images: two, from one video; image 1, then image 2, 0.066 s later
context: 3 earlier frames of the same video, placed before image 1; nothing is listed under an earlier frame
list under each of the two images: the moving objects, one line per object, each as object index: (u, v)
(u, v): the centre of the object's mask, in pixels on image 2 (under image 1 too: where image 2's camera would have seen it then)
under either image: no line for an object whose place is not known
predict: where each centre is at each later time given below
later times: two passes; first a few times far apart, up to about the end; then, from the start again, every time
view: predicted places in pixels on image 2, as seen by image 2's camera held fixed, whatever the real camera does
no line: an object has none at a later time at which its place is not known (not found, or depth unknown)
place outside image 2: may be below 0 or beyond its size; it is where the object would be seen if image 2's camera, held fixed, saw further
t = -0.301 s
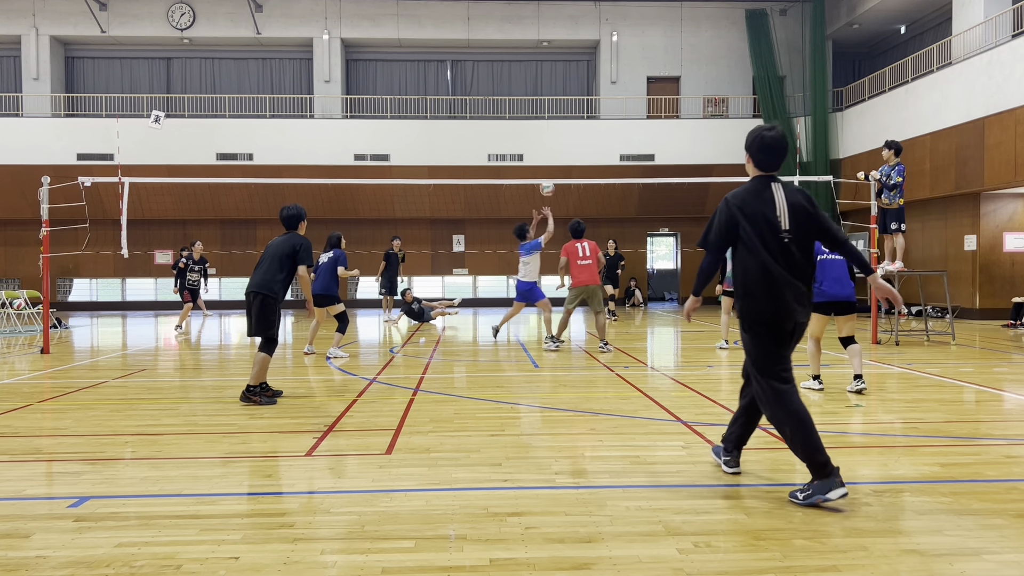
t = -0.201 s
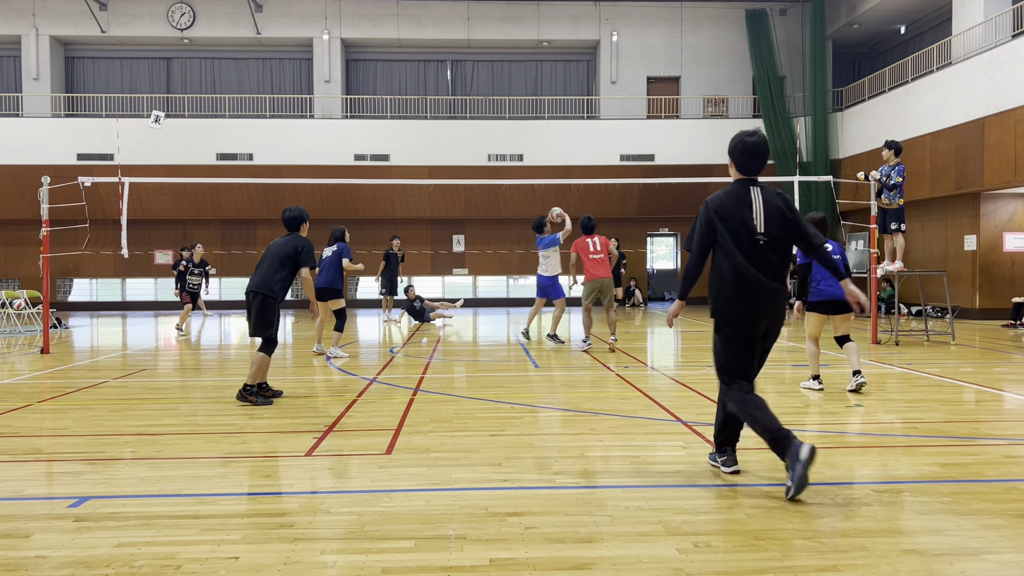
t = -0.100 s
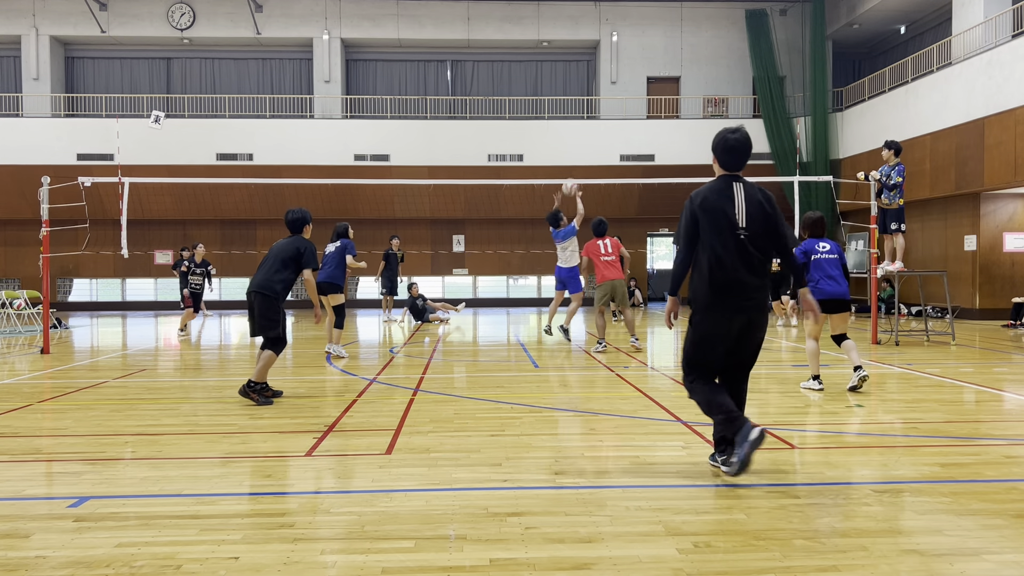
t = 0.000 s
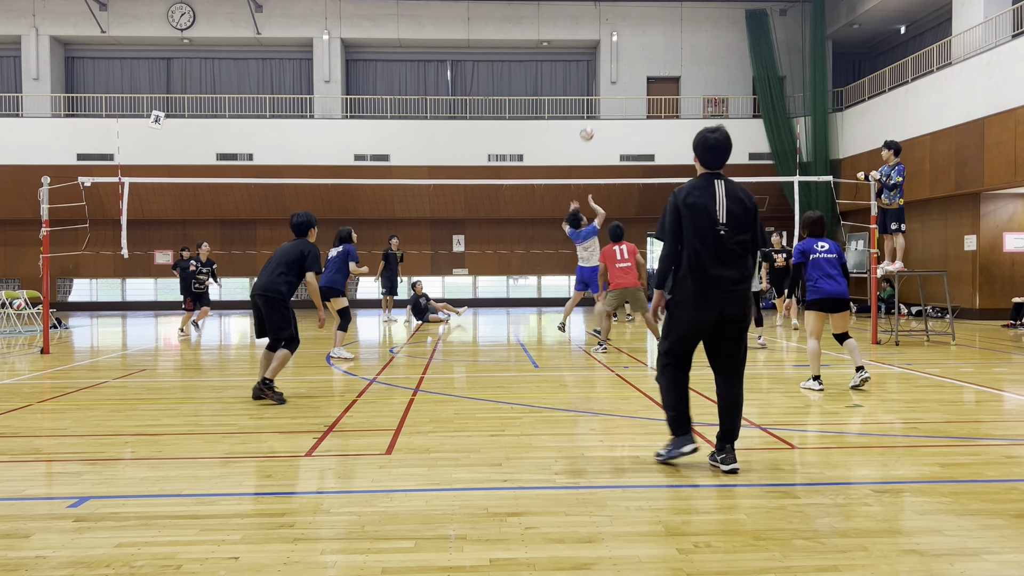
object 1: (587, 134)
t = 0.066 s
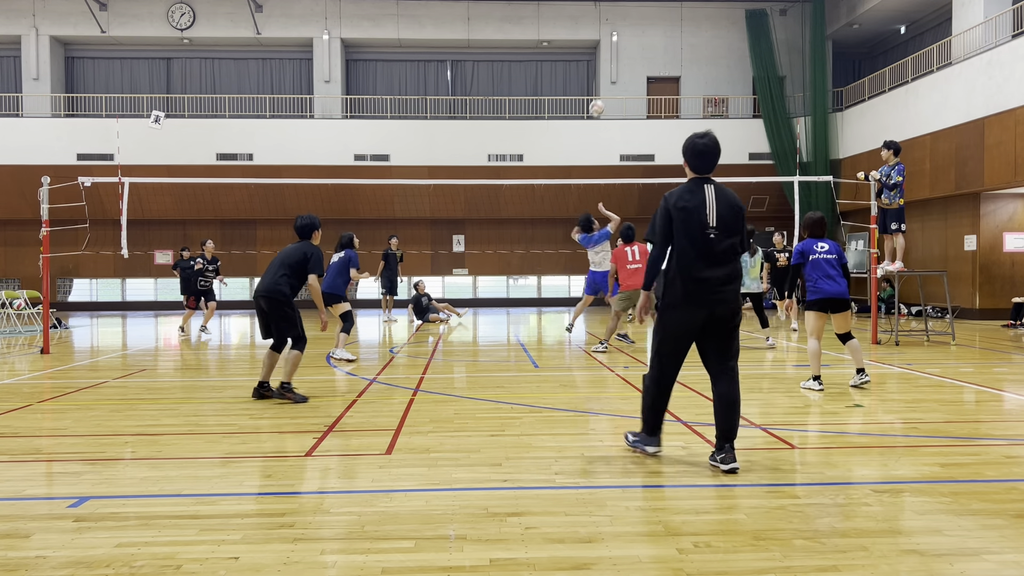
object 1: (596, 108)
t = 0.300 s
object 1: (630, 44)
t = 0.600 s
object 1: (672, 20)
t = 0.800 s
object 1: (699, 39)
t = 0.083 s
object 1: (599, 102)
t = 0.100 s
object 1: (602, 96)
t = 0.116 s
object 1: (604, 91)
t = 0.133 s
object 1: (607, 85)
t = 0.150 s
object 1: (609, 80)
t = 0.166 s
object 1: (612, 76)
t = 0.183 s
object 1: (614, 71)
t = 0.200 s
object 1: (616, 67)
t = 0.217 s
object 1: (619, 62)
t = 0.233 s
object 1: (621, 58)
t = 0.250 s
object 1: (624, 54)
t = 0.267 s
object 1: (626, 51)
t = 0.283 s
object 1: (628, 47)
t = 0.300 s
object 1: (630, 44)
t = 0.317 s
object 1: (632, 41)
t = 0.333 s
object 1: (635, 38)
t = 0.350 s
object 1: (637, 36)
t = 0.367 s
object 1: (640, 33)
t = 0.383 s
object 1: (642, 31)
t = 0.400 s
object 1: (644, 29)
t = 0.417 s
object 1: (647, 27)
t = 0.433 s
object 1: (649, 26)
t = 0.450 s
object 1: (651, 24)
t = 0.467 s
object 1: (653, 23)
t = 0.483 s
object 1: (656, 22)
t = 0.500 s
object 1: (658, 21)
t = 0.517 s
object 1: (660, 21)
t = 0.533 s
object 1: (663, 20)
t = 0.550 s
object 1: (665, 20)
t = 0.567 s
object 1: (667, 20)
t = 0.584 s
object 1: (670, 20)
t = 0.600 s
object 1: (672, 20)
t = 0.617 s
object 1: (674, 21)
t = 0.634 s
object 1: (676, 21)
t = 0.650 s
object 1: (679, 22)
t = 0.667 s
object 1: (681, 23)
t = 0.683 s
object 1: (683, 25)
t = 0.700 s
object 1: (685, 26)
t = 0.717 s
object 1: (688, 28)
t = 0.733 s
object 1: (690, 30)
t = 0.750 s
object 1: (692, 32)
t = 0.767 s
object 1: (694, 34)
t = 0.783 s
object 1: (697, 36)
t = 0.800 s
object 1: (699, 39)
